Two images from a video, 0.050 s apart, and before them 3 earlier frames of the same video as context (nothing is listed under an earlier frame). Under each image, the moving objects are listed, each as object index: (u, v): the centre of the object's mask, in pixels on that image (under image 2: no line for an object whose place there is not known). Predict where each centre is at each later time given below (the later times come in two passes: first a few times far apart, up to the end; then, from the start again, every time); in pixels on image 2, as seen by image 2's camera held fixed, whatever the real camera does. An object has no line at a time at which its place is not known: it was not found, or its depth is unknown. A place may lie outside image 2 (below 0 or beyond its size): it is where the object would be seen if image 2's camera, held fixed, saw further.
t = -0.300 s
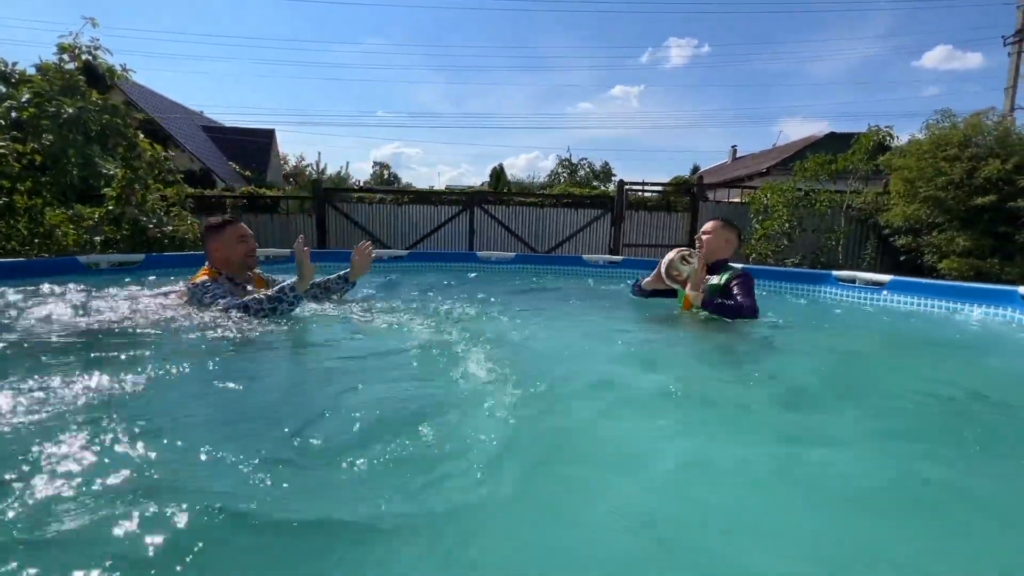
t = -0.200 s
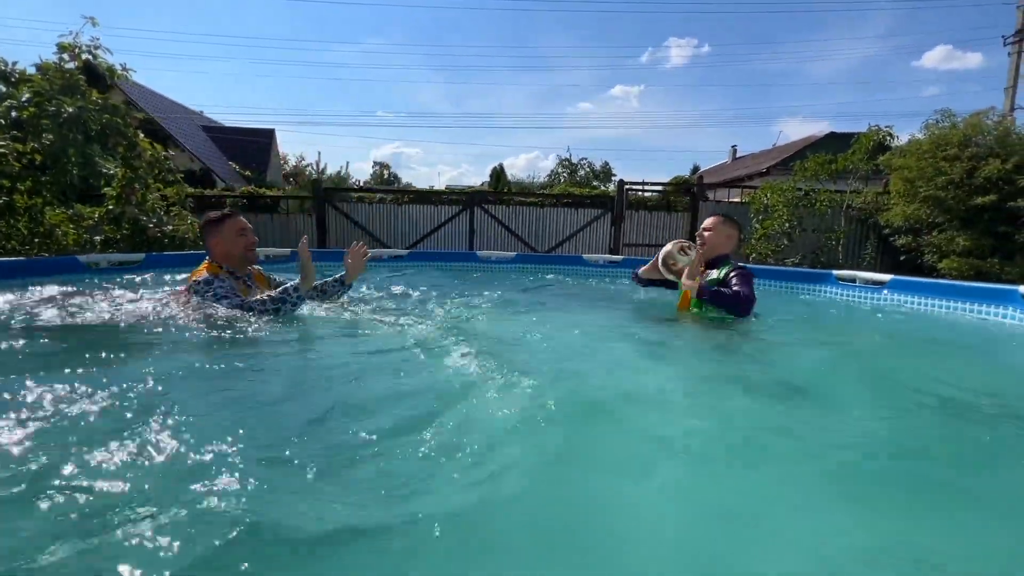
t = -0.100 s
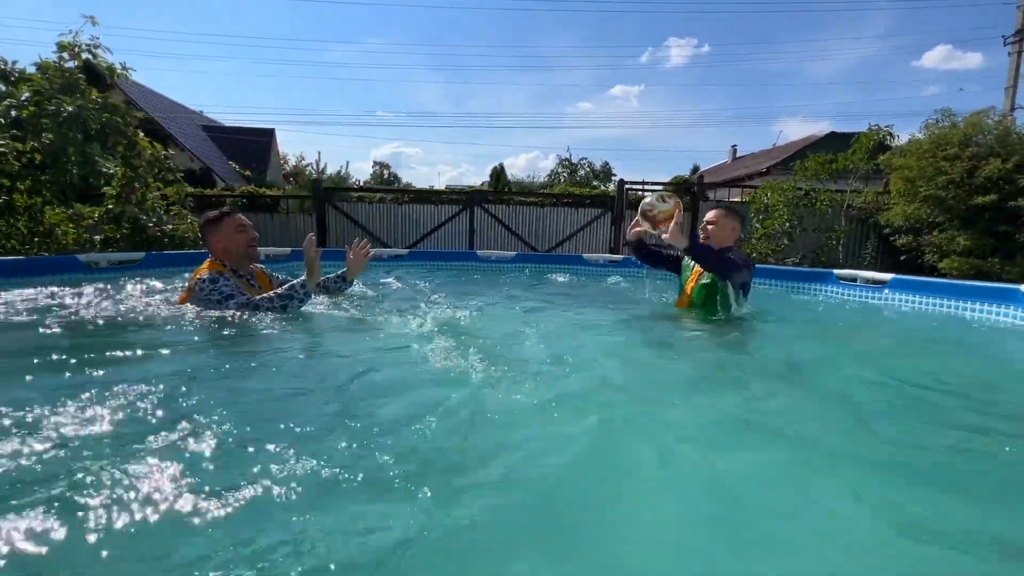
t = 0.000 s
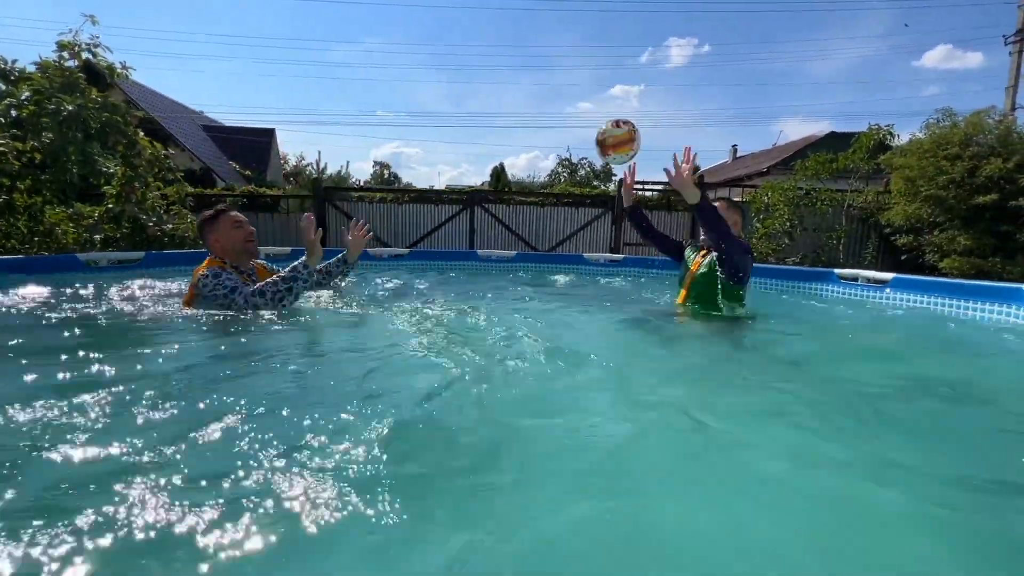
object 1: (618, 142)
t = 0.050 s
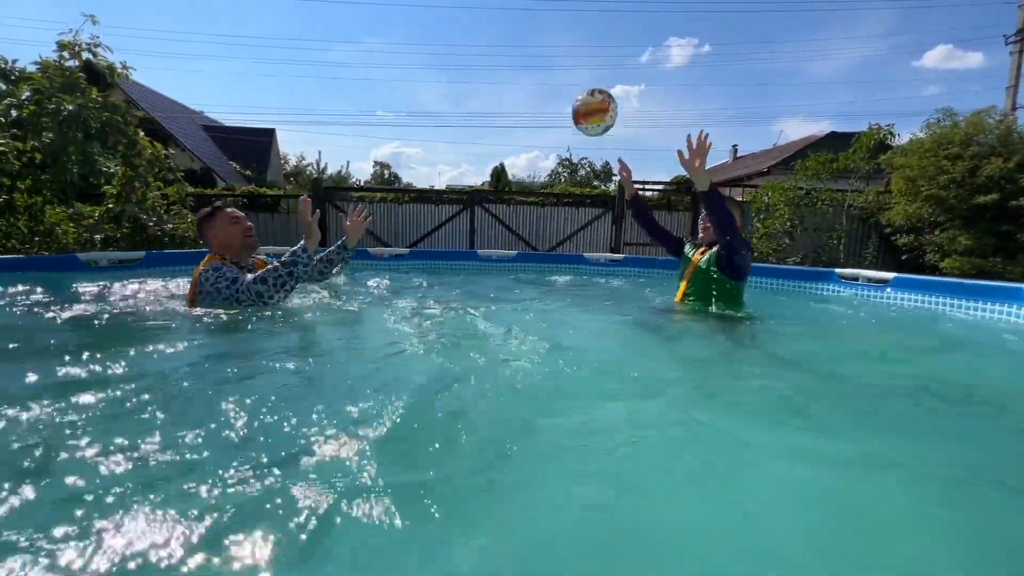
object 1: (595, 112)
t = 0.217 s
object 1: (509, 57)
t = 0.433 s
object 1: (388, 88)
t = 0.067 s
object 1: (586, 104)
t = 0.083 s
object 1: (578, 96)
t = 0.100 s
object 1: (570, 89)
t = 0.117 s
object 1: (561, 82)
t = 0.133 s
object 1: (552, 76)
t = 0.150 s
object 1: (544, 71)
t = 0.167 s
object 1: (535, 67)
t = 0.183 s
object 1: (526, 63)
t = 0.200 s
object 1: (517, 60)
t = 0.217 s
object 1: (509, 57)
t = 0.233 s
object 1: (500, 55)
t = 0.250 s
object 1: (491, 54)
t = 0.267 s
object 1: (482, 54)
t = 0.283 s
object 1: (472, 54)
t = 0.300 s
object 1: (463, 55)
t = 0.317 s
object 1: (454, 57)
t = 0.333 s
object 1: (445, 59)
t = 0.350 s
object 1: (435, 62)
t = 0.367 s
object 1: (426, 66)
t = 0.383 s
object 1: (417, 70)
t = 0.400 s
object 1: (407, 75)
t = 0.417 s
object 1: (398, 81)
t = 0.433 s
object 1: (388, 88)
